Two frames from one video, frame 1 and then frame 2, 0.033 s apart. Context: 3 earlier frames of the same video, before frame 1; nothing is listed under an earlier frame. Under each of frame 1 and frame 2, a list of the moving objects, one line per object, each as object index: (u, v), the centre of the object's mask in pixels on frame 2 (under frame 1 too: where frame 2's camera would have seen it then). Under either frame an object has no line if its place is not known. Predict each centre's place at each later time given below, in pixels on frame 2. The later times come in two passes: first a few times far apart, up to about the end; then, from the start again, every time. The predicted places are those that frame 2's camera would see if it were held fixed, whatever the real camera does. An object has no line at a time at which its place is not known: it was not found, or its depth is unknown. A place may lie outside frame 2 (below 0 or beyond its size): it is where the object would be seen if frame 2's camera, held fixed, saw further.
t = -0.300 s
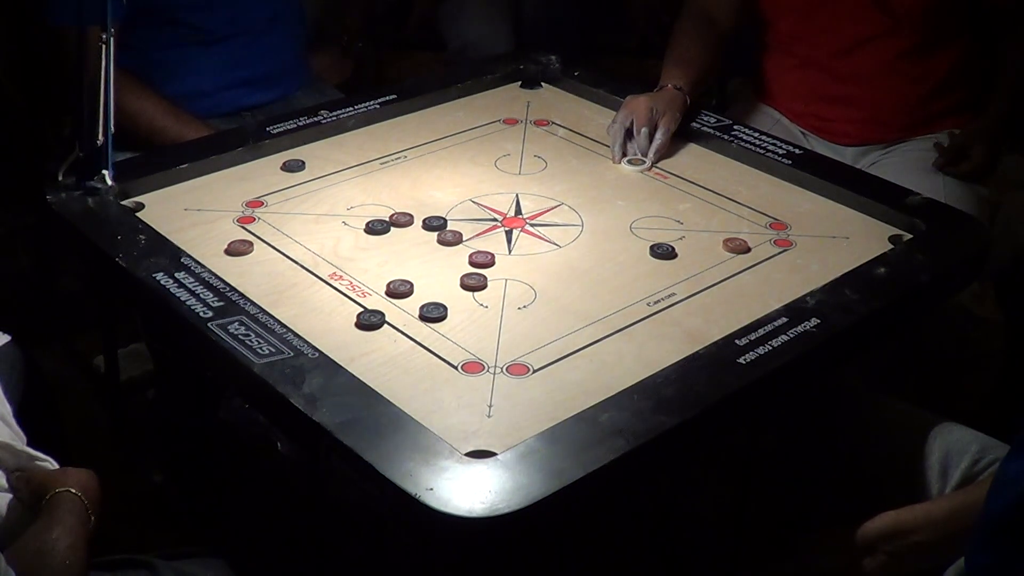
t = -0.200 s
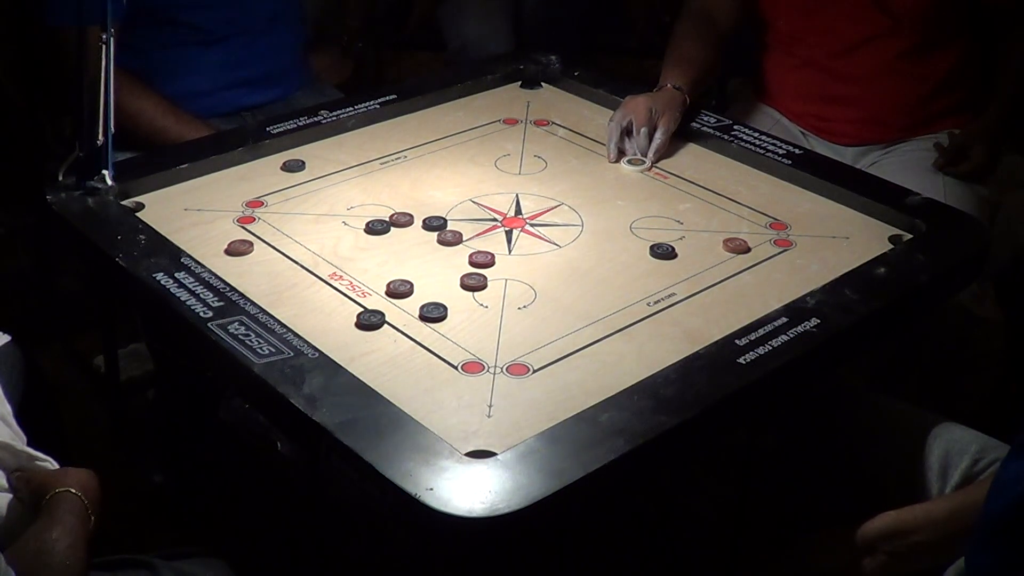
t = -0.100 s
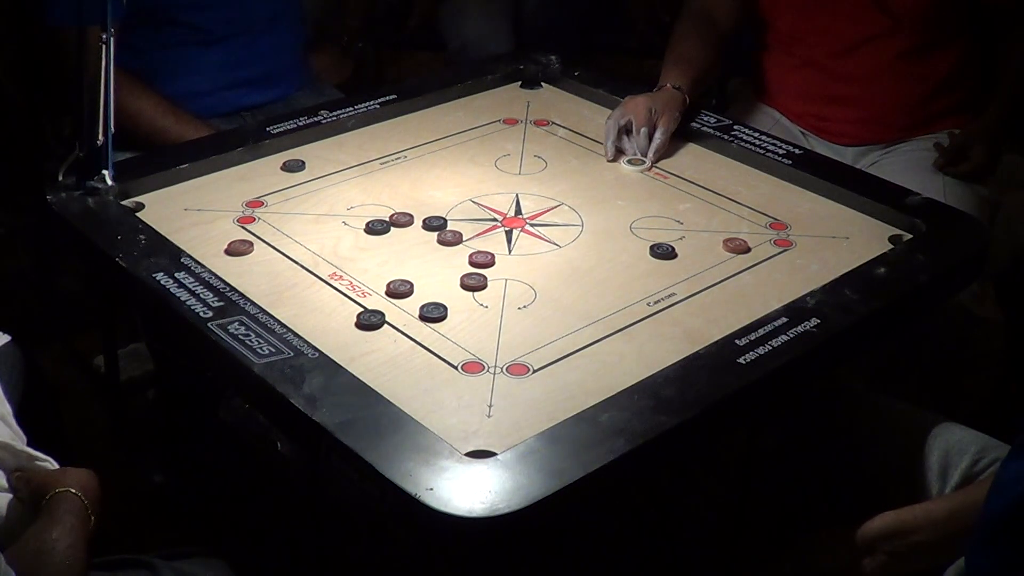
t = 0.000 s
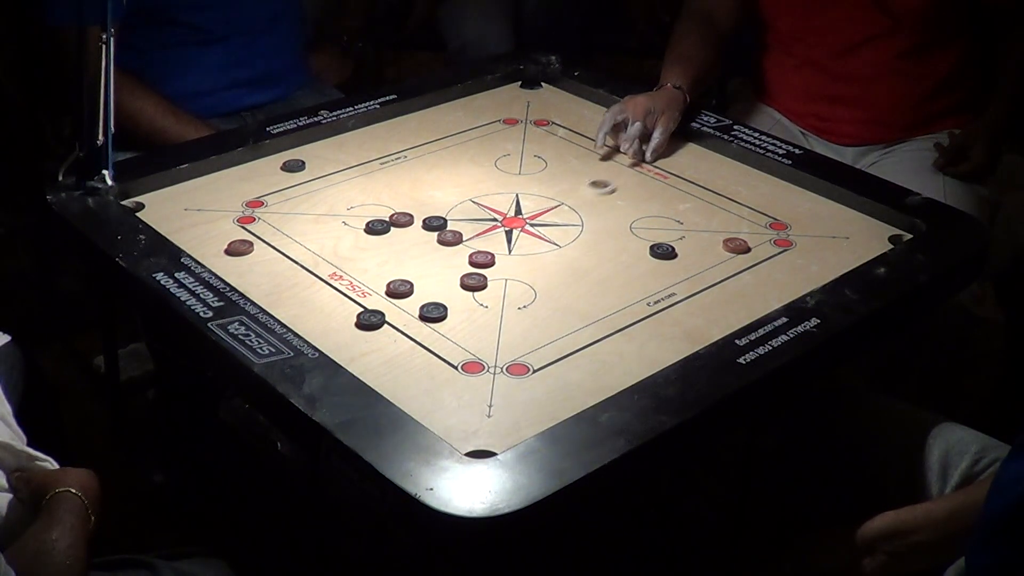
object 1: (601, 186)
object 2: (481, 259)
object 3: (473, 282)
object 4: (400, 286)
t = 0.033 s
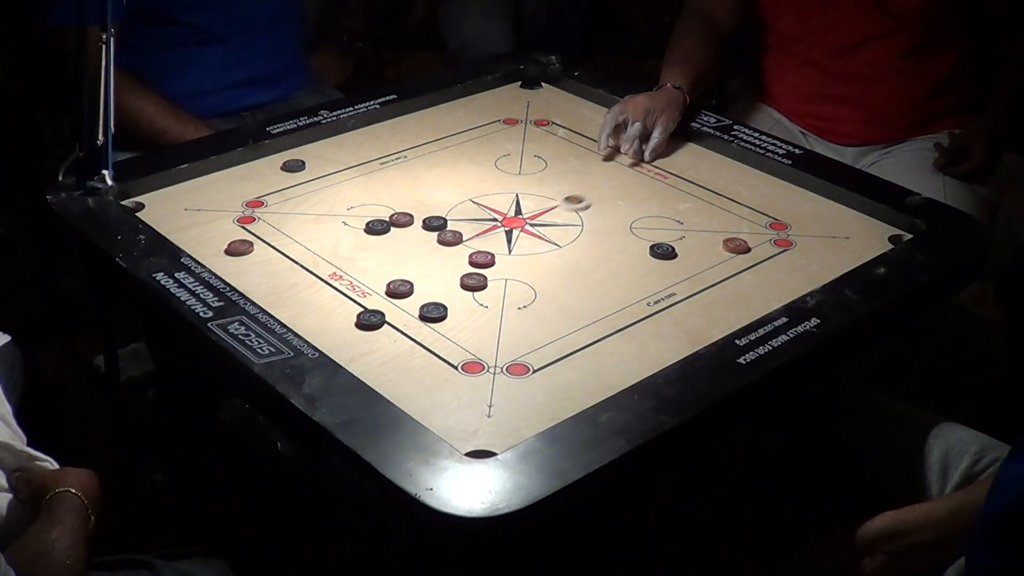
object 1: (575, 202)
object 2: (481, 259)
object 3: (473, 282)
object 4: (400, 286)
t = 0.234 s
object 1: (454, 273)
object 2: (387, 269)
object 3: (485, 345)
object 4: (361, 305)
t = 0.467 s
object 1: (374, 318)
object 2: (302, 247)
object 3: (453, 438)
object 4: (275, 308)
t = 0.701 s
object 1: (330, 343)
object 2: (274, 239)
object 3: (432, 370)
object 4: (281, 294)
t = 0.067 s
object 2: (481, 259)
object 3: (473, 282)
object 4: (400, 286)
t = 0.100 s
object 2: (481, 259)
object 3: (473, 282)
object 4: (400, 286)
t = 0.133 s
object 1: (495, 250)
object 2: (470, 266)
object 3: (473, 282)
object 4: (400, 286)
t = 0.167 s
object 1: (480, 258)
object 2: (429, 274)
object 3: (477, 301)
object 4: (400, 286)
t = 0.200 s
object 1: (467, 265)
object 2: (404, 274)
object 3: (481, 323)
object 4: (383, 297)
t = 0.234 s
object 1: (454, 273)
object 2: (387, 269)
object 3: (485, 345)
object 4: (361, 305)
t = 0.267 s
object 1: (441, 280)
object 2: (371, 265)
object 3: (489, 367)
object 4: (342, 307)
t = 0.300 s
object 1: (428, 287)
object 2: (356, 261)
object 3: (492, 390)
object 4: (325, 309)
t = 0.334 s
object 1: (417, 294)
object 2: (342, 258)
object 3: (496, 413)
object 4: (310, 310)
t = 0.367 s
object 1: (405, 300)
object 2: (330, 255)
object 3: (500, 436)
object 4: (296, 311)
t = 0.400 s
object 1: (394, 307)
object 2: (320, 252)
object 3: (495, 449)
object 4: (284, 311)
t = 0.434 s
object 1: (384, 312)
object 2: (310, 249)
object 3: (469, 446)
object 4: (277, 310)
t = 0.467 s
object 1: (374, 318)
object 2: (302, 247)
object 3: (453, 438)
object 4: (275, 308)
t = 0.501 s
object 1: (365, 323)
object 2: (295, 245)
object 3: (446, 427)
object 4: (275, 305)
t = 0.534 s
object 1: (357, 327)
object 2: (289, 244)
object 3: (441, 417)
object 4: (277, 302)
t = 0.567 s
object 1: (349, 332)
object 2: (284, 242)
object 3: (439, 405)
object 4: (278, 300)
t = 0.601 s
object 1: (343, 335)
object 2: (280, 241)
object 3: (437, 395)
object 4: (279, 298)
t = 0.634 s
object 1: (337, 339)
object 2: (277, 240)
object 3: (435, 386)
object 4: (280, 296)
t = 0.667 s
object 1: (332, 342)
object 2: (275, 239)
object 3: (434, 377)
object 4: (281, 295)
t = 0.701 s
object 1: (330, 343)
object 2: (274, 239)
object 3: (432, 370)
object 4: (281, 294)
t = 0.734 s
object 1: (328, 344)
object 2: (274, 239)
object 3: (431, 363)
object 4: (281, 294)
